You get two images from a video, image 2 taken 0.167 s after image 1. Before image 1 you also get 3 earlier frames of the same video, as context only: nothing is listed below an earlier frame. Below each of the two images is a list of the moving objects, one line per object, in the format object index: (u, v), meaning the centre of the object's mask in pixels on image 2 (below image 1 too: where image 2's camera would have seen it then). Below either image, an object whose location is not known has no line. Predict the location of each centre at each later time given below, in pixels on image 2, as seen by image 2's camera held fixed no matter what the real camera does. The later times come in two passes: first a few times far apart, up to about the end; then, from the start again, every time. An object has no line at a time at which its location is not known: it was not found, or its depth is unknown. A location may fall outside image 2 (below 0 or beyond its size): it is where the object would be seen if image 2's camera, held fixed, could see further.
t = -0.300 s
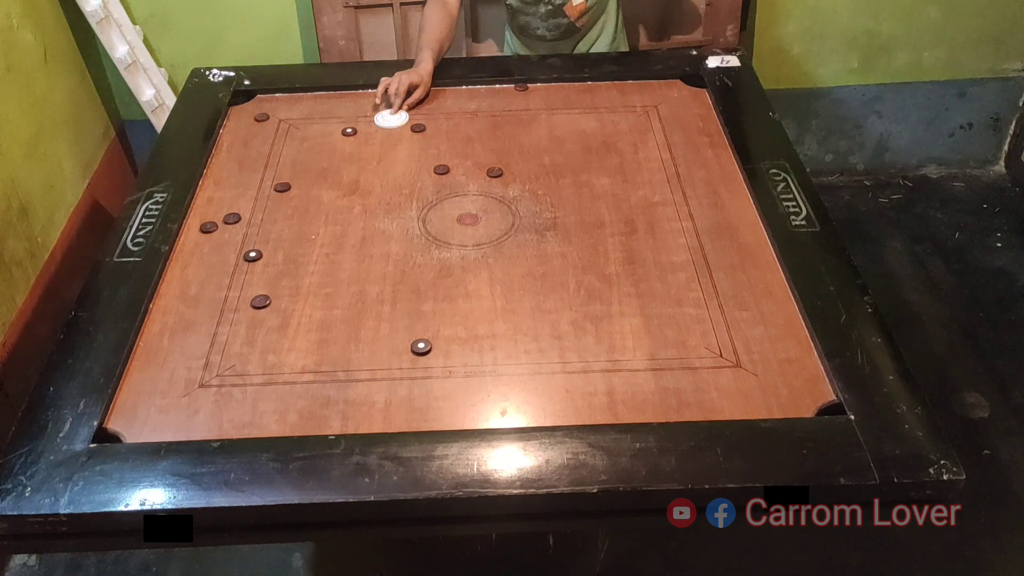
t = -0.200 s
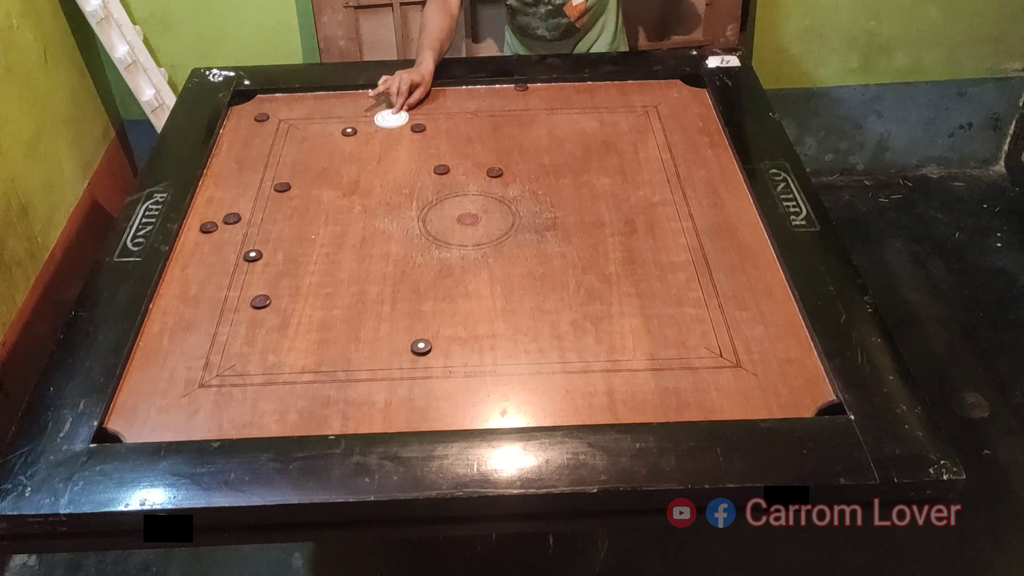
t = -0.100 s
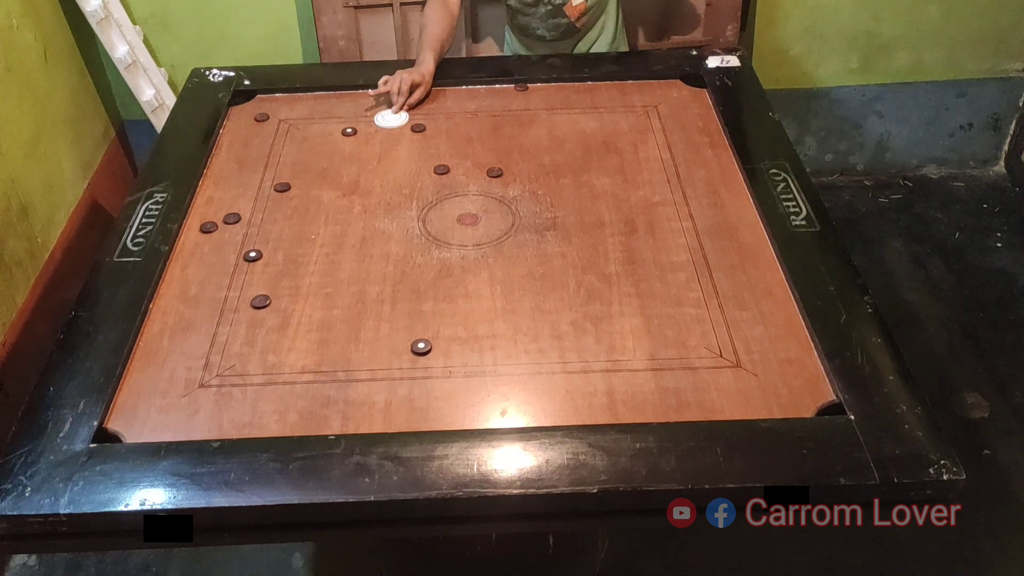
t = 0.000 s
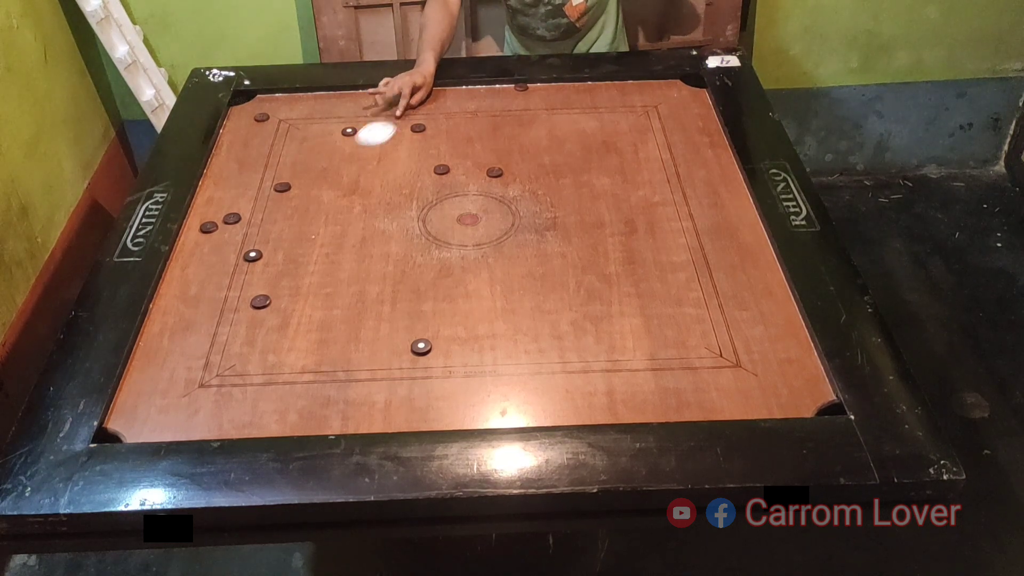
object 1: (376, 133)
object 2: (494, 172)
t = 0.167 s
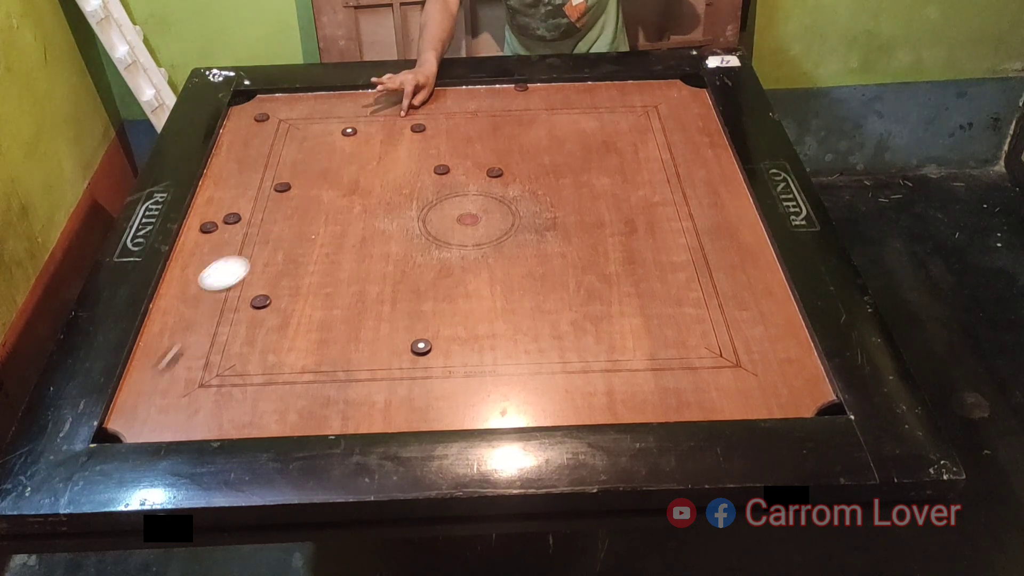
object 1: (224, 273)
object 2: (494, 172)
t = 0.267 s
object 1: (176, 359)
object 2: (494, 172)
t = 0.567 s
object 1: (335, 271)
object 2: (494, 172)
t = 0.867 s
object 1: (437, 142)
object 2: (494, 172)
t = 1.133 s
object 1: (473, 114)
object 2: (494, 172)
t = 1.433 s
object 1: (489, 172)
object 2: (509, 203)
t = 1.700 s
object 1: (494, 198)
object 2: (554, 293)
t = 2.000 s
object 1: (495, 200)
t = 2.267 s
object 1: (495, 200)
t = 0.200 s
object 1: (192, 301)
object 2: (494, 172)
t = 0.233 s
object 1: (164, 331)
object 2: (494, 172)
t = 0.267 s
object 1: (176, 359)
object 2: (494, 172)
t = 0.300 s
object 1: (189, 389)
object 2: (494, 172)
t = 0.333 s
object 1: (202, 420)
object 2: (494, 172)
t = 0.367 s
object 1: (223, 403)
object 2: (494, 172)
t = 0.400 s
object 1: (245, 377)
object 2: (494, 172)
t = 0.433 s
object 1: (265, 354)
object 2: (494, 172)
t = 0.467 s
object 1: (284, 331)
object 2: (494, 172)
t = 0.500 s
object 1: (302, 311)
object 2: (494, 172)
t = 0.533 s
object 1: (319, 291)
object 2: (494, 172)
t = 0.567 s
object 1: (335, 271)
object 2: (494, 172)
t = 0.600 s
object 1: (350, 254)
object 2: (494, 172)
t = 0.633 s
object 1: (365, 237)
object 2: (494, 172)
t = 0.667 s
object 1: (379, 220)
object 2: (494, 172)
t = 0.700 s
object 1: (392, 205)
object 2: (494, 172)
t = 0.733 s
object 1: (405, 190)
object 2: (494, 172)
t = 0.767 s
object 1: (417, 176)
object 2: (494, 172)
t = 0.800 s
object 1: (424, 164)
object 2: (494, 172)
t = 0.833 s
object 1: (431, 152)
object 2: (494, 172)
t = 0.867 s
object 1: (437, 142)
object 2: (494, 172)
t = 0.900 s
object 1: (444, 131)
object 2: (494, 172)
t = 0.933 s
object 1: (450, 120)
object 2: (494, 172)
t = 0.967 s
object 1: (456, 110)
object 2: (494, 172)
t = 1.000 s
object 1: (462, 101)
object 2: (494, 172)
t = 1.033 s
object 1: (467, 94)
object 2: (494, 172)
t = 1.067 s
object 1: (469, 100)
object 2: (494, 172)
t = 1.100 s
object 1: (471, 107)
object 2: (494, 172)
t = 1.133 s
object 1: (473, 114)
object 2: (494, 172)
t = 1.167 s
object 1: (475, 121)
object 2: (494, 172)
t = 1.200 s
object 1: (477, 128)
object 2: (494, 172)
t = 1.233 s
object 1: (479, 135)
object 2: (494, 172)
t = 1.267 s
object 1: (481, 142)
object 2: (494, 172)
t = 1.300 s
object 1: (483, 149)
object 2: (494, 172)
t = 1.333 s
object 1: (485, 156)
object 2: (494, 172)
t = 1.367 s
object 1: (486, 162)
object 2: (498, 180)
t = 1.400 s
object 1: (488, 167)
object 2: (504, 192)
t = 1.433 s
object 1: (489, 172)
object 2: (509, 203)
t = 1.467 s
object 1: (489, 177)
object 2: (514, 214)
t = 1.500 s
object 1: (490, 181)
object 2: (521, 227)
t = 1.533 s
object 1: (491, 185)
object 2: (525, 238)
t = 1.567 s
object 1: (492, 188)
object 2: (532, 250)
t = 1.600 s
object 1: (492, 191)
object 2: (537, 260)
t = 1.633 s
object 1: (493, 194)
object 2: (543, 272)
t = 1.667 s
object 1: (493, 196)
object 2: (549, 282)
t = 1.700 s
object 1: (494, 198)
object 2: (554, 293)
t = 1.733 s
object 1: (494, 199)
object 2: (560, 303)
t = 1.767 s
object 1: (494, 200)
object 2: (566, 313)
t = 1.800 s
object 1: (494, 200)
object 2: (571, 323)
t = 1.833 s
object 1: (495, 200)
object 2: (576, 332)
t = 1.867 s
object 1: (495, 200)
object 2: (582, 342)
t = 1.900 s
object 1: (495, 200)
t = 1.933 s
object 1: (495, 200)
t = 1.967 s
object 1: (495, 200)
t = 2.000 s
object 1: (495, 200)
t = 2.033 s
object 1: (495, 200)
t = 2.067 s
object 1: (495, 200)
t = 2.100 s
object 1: (495, 200)
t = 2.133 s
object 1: (495, 200)
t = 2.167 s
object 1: (495, 200)
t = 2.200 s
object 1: (495, 200)
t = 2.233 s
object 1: (495, 200)
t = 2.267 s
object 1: (495, 200)
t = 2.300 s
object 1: (495, 200)
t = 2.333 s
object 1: (495, 200)
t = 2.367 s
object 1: (495, 200)
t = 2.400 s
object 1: (495, 200)
